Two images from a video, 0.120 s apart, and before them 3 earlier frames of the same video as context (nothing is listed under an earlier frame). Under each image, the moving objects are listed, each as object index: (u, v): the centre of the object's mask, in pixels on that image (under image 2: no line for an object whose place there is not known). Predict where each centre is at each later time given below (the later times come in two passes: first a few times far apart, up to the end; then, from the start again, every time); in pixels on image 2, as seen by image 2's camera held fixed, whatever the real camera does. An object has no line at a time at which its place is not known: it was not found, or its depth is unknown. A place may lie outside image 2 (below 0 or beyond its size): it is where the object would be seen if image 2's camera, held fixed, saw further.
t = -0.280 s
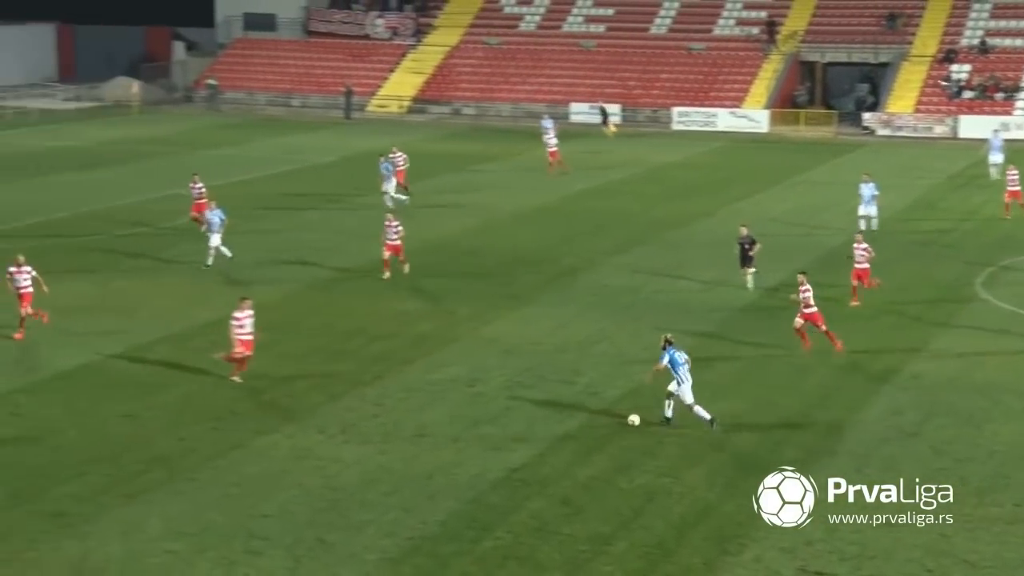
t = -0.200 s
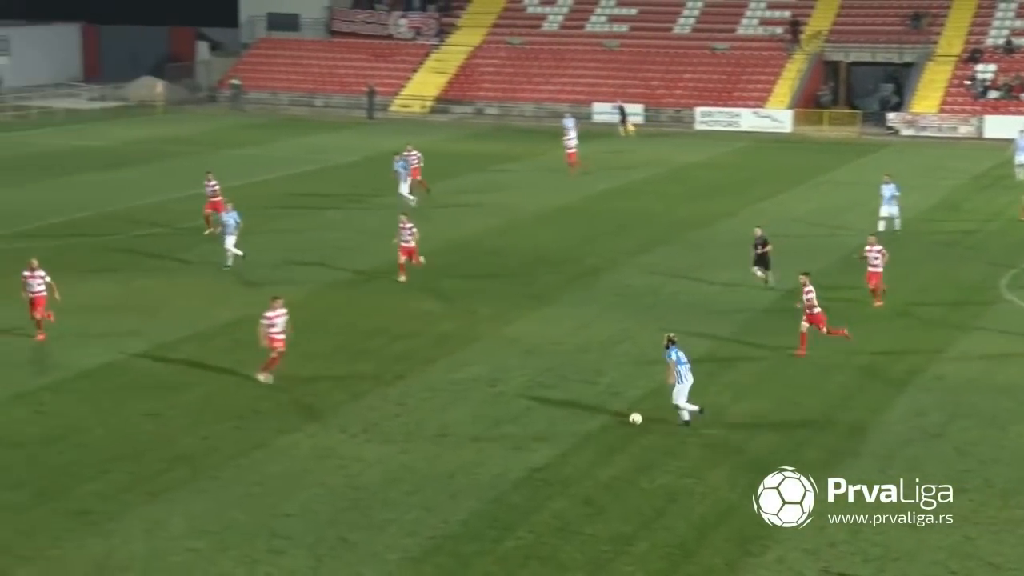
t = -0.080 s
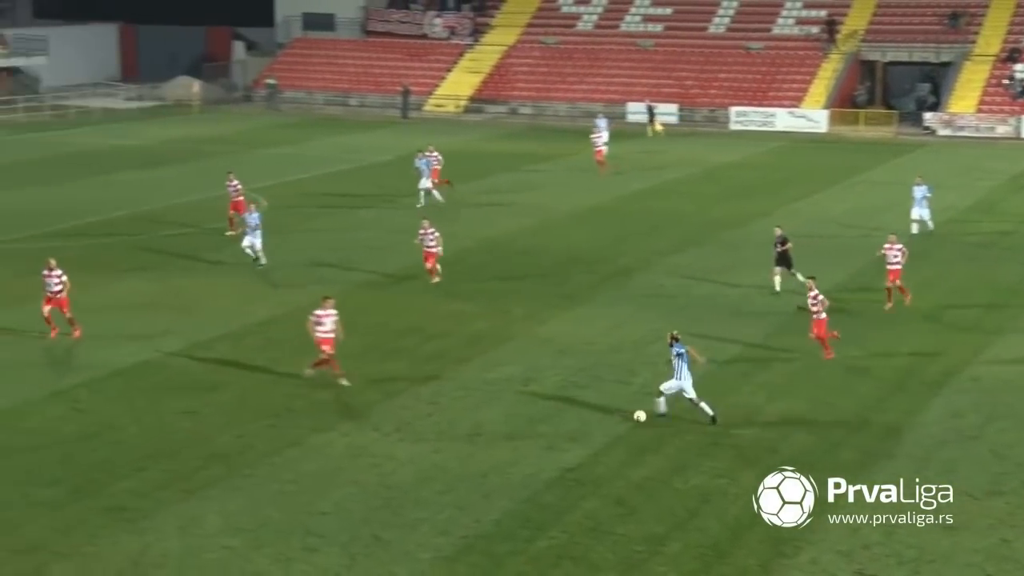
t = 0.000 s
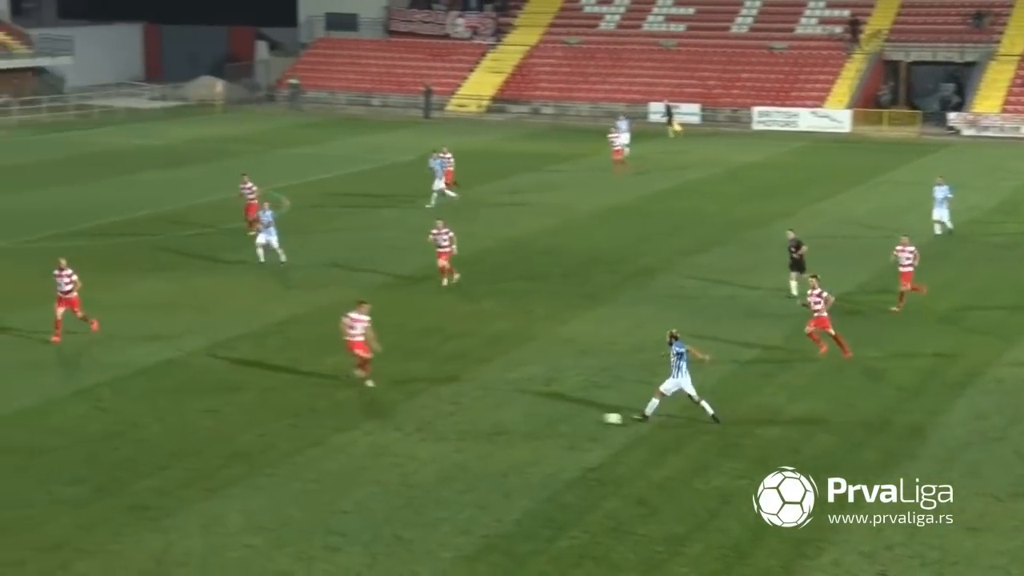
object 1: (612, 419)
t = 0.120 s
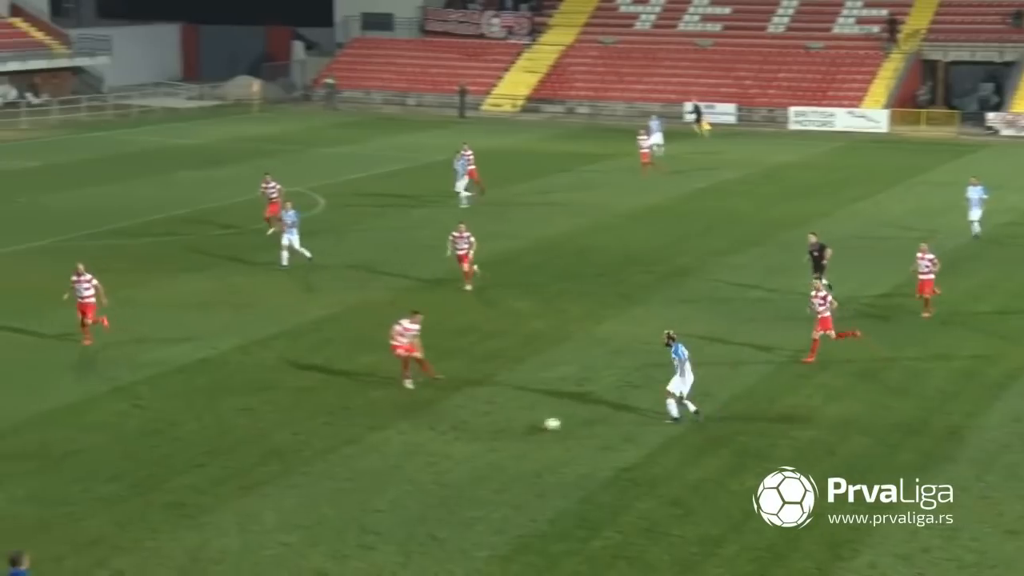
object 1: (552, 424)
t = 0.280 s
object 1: (433, 430)
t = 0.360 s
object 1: (375, 432)
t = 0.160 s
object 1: (520, 427)
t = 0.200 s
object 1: (489, 432)
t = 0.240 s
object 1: (461, 431)
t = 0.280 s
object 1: (433, 430)
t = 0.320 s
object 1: (404, 431)
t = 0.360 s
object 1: (375, 432)
